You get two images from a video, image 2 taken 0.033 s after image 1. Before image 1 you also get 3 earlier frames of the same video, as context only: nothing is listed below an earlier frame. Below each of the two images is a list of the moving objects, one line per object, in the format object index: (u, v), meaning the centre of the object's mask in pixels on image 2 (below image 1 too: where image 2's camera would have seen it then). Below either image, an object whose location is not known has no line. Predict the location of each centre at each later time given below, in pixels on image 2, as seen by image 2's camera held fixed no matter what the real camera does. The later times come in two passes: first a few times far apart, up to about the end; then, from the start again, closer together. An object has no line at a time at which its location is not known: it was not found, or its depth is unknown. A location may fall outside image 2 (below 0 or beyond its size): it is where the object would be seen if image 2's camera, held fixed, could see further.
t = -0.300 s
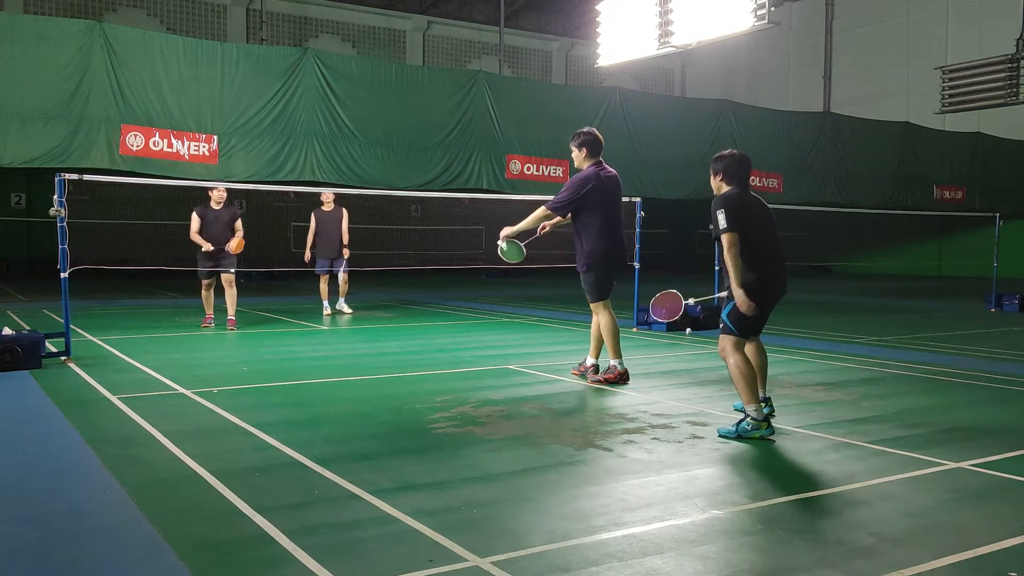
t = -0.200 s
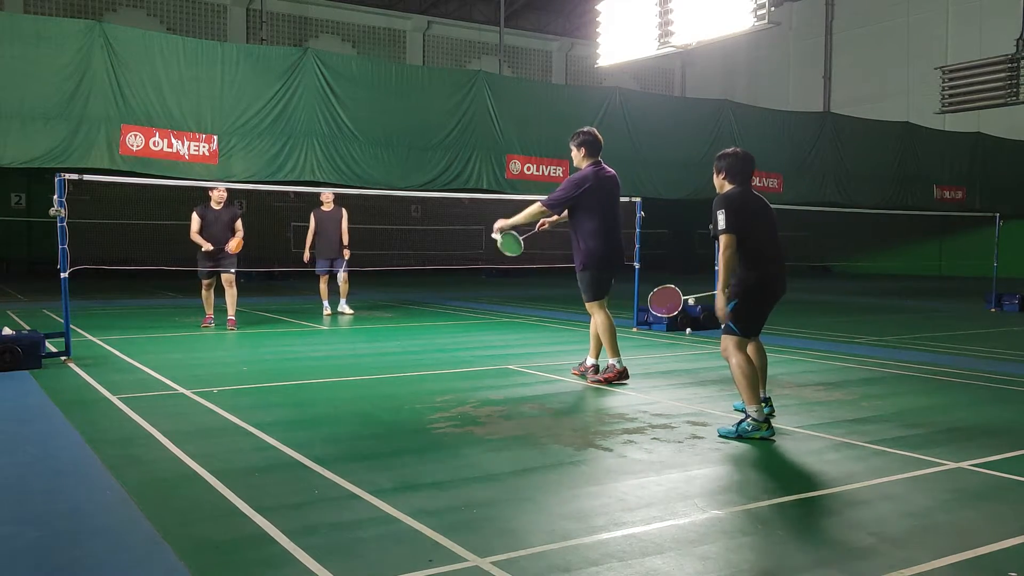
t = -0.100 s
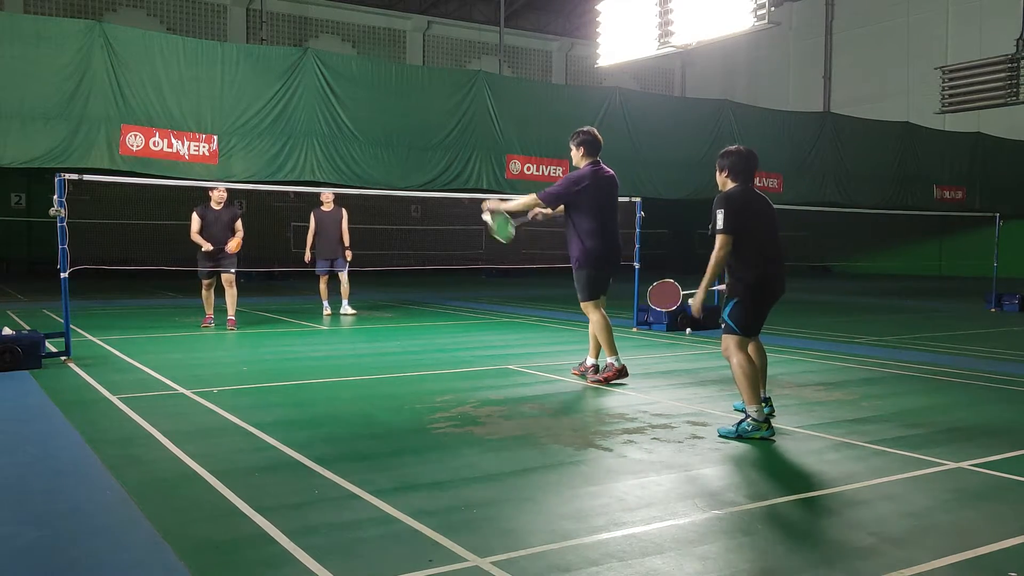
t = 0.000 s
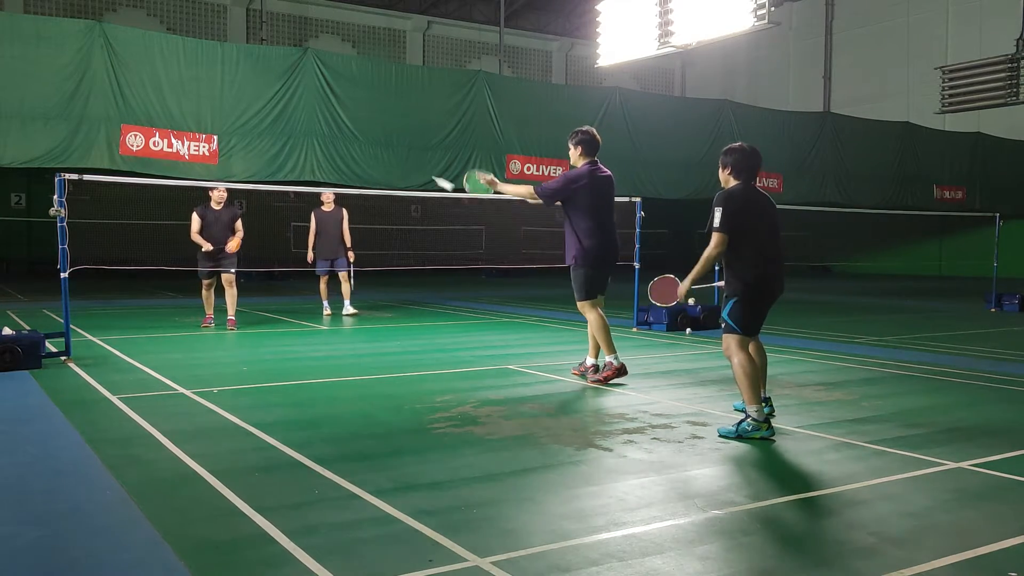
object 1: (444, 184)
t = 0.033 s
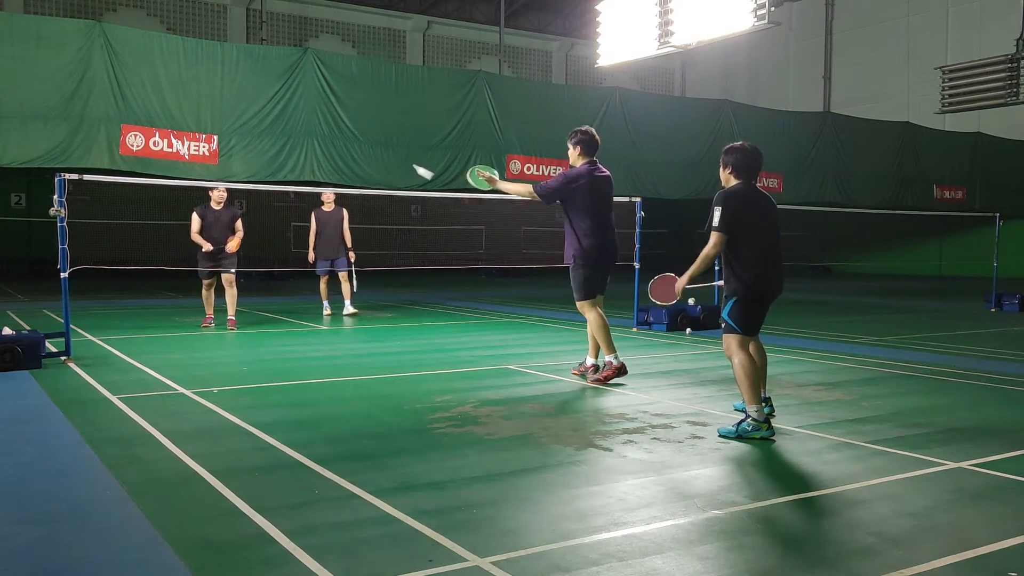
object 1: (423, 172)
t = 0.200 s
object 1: (348, 135)
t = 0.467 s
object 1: (275, 149)
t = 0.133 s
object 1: (373, 146)
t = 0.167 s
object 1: (360, 140)
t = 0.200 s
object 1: (348, 135)
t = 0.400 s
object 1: (290, 139)
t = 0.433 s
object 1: (283, 144)
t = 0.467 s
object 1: (275, 149)
